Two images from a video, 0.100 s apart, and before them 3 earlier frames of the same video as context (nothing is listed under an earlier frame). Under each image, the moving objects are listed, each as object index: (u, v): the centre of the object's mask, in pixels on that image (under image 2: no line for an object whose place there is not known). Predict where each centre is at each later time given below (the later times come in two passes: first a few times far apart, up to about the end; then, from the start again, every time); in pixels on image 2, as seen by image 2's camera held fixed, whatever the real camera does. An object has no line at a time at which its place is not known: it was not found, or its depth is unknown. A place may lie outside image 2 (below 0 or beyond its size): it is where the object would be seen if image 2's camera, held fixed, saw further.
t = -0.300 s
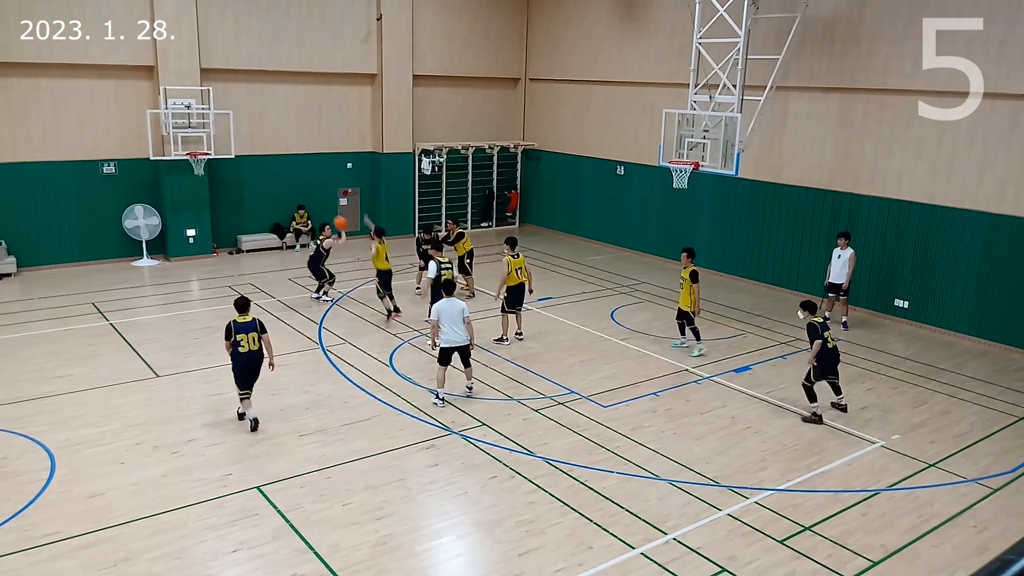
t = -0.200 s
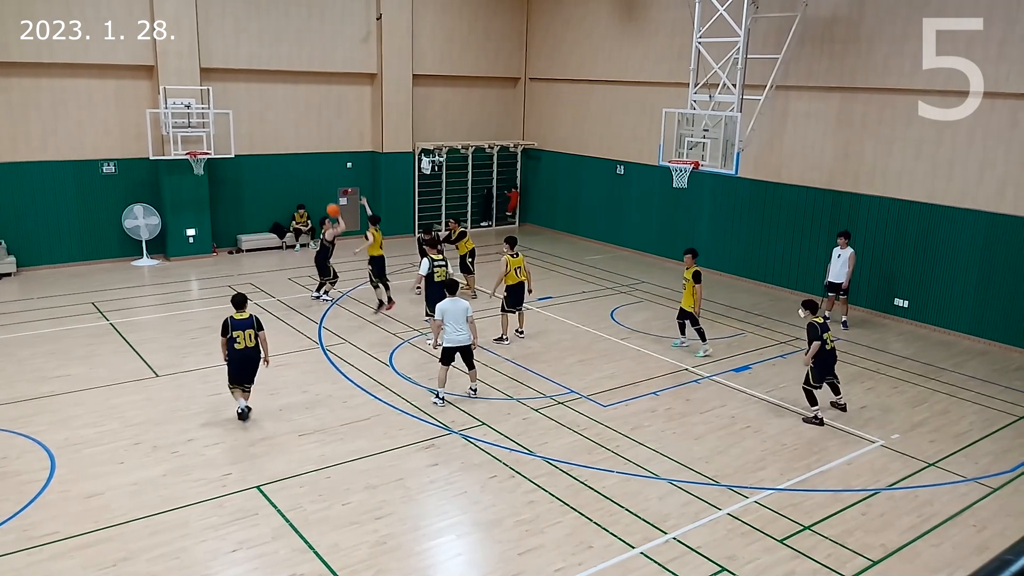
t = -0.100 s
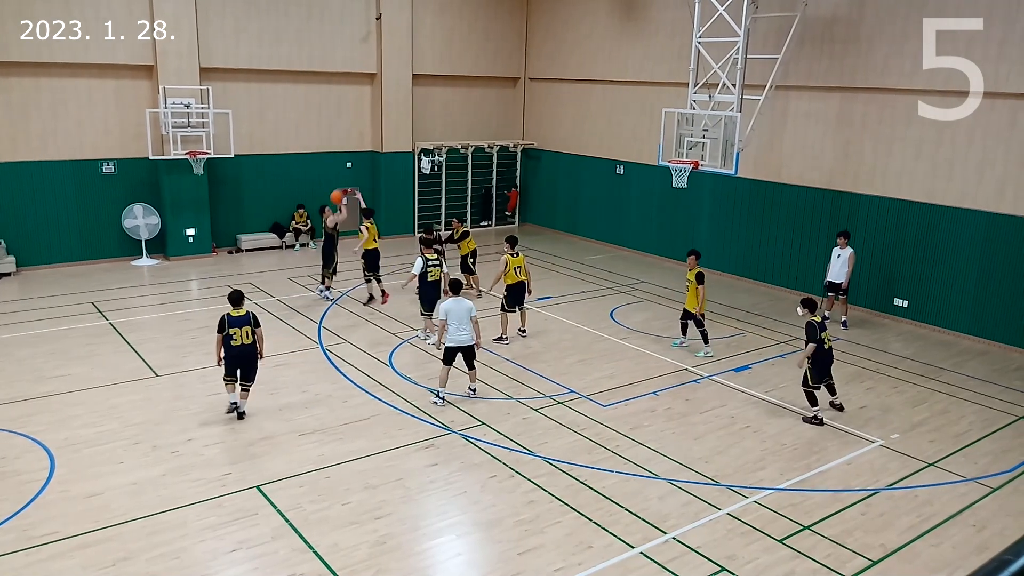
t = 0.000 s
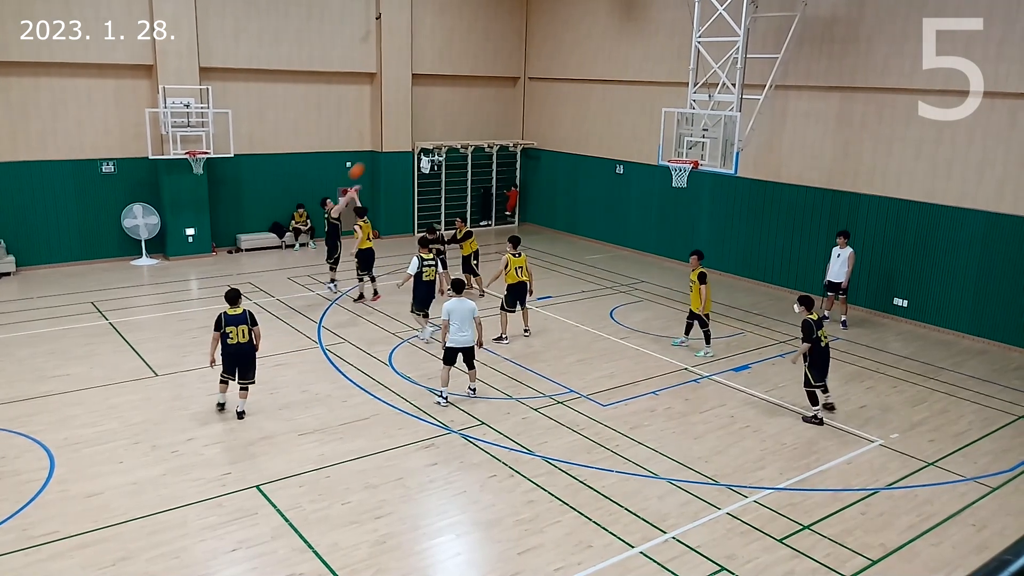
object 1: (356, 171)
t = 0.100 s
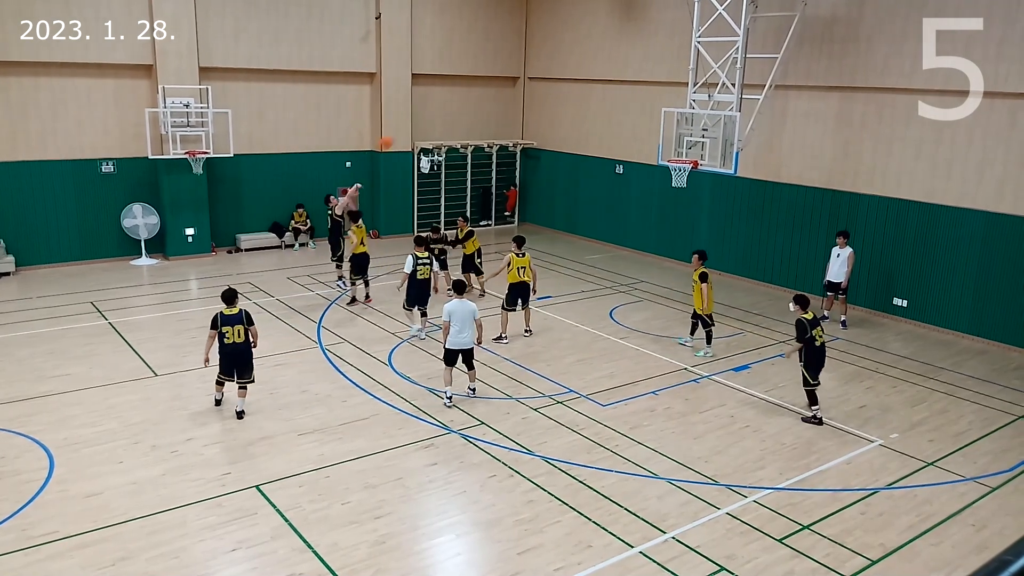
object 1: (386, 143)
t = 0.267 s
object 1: (435, 108)
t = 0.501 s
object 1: (507, 81)
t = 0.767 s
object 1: (587, 87)
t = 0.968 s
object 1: (646, 119)
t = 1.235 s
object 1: (674, 134)
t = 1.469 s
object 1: (640, 106)
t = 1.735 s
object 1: (595, 114)
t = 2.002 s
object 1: (546, 168)
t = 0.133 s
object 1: (396, 134)
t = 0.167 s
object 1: (406, 127)
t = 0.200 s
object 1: (416, 120)
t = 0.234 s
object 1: (426, 113)
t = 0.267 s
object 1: (435, 108)
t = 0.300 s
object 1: (446, 102)
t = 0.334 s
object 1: (455, 97)
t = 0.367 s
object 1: (466, 92)
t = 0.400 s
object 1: (477, 88)
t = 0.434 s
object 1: (487, 84)
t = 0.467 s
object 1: (497, 83)
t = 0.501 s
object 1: (507, 81)
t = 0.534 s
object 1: (517, 80)
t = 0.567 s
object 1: (527, 79)
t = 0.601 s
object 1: (538, 79)
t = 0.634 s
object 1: (547, 79)
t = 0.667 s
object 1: (558, 80)
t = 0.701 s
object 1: (567, 82)
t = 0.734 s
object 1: (577, 84)
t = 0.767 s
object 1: (587, 87)
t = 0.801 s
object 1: (598, 92)
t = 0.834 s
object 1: (607, 96)
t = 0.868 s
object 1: (617, 101)
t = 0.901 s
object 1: (626, 106)
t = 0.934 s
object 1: (636, 112)
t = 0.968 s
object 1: (646, 119)
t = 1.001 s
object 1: (655, 126)
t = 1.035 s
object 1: (665, 134)
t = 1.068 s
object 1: (674, 142)
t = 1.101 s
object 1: (683, 151)
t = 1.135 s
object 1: (687, 153)
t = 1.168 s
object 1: (683, 147)
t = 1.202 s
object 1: (678, 140)
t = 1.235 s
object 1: (674, 134)
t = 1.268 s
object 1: (669, 128)
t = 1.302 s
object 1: (665, 123)
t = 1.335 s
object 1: (660, 119)
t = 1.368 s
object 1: (655, 114)
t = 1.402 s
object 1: (650, 111)
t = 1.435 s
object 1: (645, 108)
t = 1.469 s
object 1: (640, 106)
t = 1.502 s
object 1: (635, 105)
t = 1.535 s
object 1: (629, 104)
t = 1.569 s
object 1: (624, 104)
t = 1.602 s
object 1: (618, 104)
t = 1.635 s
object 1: (613, 105)
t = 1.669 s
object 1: (607, 108)
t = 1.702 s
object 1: (601, 110)
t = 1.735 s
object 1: (595, 114)
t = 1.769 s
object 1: (590, 118)
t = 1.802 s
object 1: (584, 123)
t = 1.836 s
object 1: (578, 128)
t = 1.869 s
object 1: (572, 135)
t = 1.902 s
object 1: (566, 142)
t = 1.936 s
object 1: (558, 150)
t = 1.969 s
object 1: (552, 159)
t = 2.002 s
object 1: (546, 168)
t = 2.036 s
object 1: (539, 178)
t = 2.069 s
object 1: (533, 189)
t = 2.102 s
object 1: (526, 200)
